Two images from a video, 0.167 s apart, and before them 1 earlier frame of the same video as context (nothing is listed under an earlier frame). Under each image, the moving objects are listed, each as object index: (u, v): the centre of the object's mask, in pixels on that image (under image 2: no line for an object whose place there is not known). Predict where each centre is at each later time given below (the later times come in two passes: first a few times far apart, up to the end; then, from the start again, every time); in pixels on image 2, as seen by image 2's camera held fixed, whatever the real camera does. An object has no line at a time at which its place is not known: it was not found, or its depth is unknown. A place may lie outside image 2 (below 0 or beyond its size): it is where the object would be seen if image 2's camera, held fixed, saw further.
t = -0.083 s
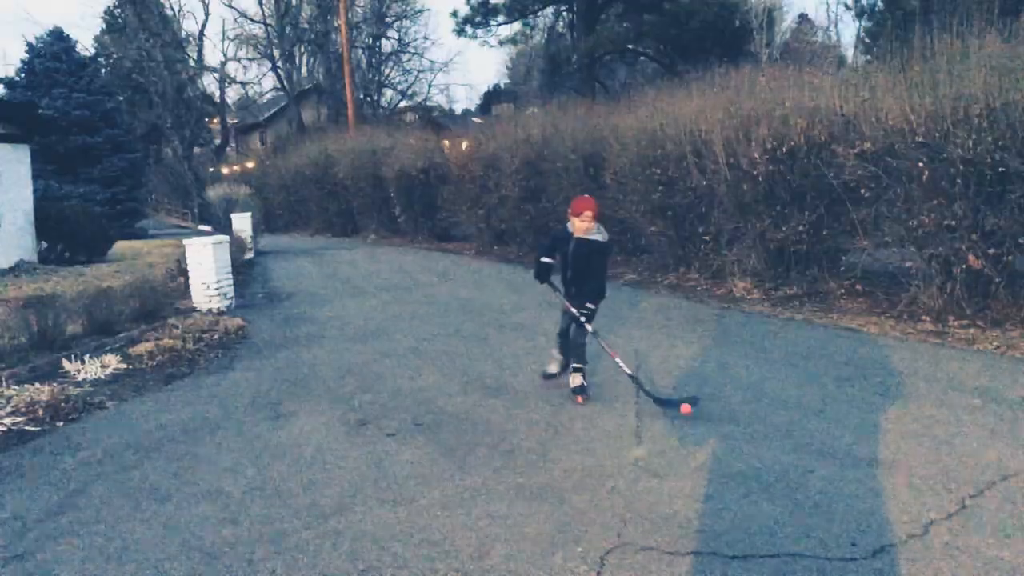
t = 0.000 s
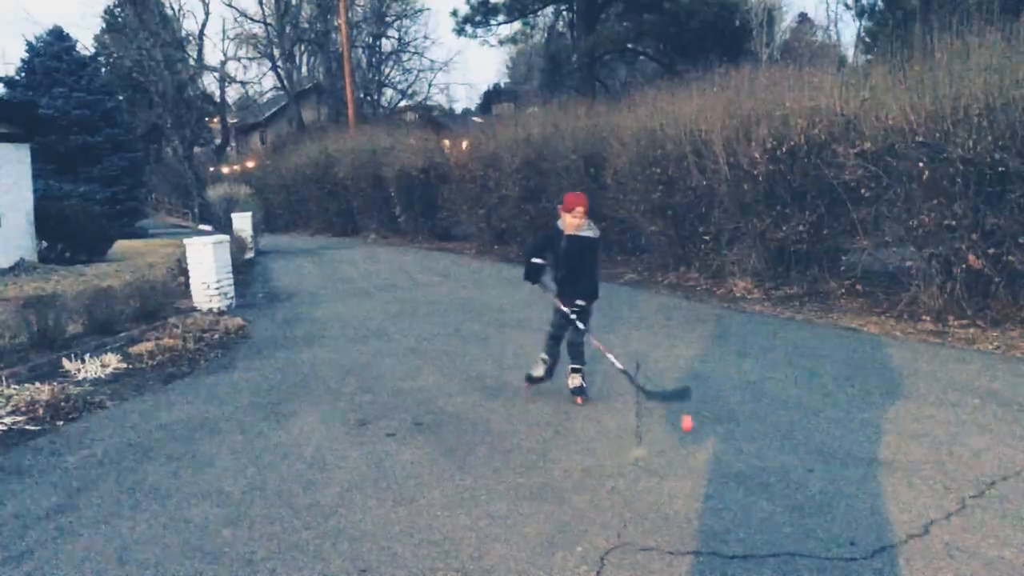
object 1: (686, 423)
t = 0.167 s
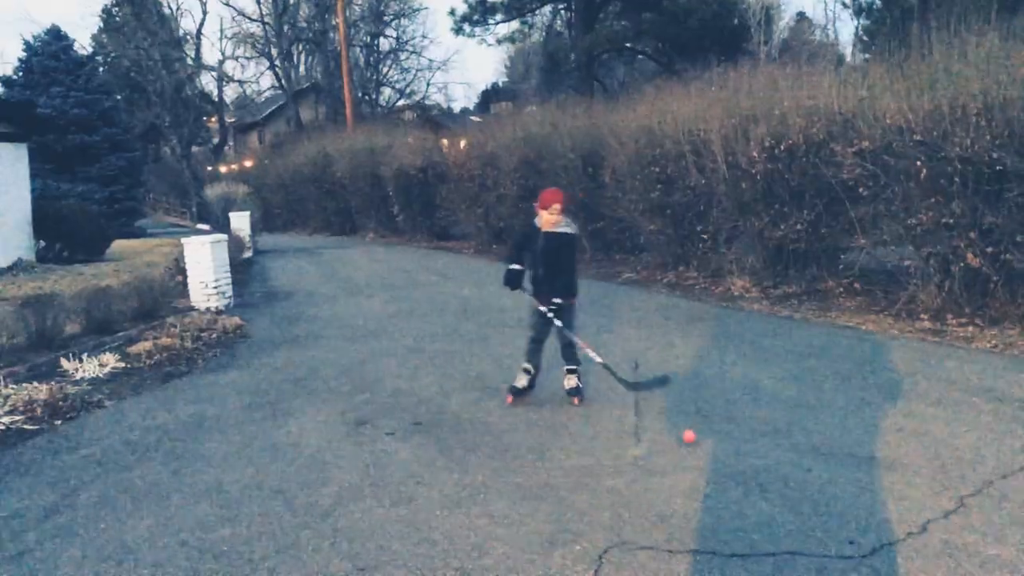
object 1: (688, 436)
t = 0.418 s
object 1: (696, 459)
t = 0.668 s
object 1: (704, 482)
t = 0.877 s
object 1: (716, 503)
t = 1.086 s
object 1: (727, 528)
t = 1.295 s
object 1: (738, 556)
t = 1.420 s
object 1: (743, 574)
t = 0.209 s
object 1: (689, 441)
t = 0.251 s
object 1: (690, 444)
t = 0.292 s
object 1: (692, 448)
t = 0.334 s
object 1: (692, 451)
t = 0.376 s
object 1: (694, 456)
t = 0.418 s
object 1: (696, 459)
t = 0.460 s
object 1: (696, 463)
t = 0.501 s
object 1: (697, 466)
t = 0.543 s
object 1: (699, 470)
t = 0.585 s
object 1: (702, 474)
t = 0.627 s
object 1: (703, 478)
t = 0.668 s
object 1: (704, 482)
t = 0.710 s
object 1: (707, 486)
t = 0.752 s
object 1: (708, 490)
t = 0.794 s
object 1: (711, 494)
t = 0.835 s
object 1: (713, 499)
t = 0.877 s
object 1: (716, 503)
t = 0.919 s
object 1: (717, 508)
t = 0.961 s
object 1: (719, 512)
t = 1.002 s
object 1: (723, 517)
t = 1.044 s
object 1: (725, 523)
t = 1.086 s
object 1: (727, 528)
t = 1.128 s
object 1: (729, 533)
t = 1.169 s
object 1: (732, 539)
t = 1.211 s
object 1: (734, 544)
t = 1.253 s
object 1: (735, 550)
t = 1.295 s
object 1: (738, 556)
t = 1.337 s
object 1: (740, 562)
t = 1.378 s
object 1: (741, 568)
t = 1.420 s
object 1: (743, 574)
